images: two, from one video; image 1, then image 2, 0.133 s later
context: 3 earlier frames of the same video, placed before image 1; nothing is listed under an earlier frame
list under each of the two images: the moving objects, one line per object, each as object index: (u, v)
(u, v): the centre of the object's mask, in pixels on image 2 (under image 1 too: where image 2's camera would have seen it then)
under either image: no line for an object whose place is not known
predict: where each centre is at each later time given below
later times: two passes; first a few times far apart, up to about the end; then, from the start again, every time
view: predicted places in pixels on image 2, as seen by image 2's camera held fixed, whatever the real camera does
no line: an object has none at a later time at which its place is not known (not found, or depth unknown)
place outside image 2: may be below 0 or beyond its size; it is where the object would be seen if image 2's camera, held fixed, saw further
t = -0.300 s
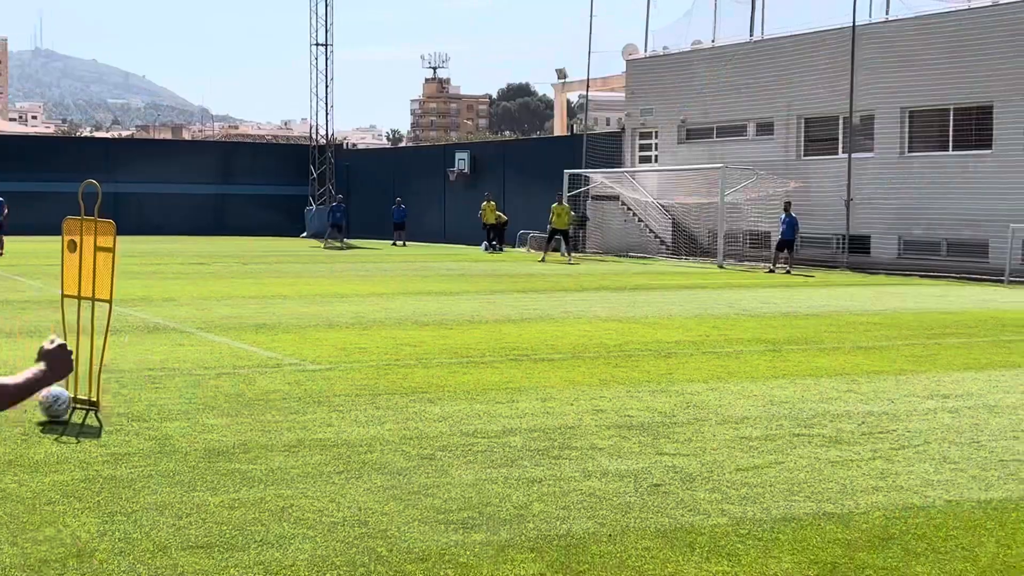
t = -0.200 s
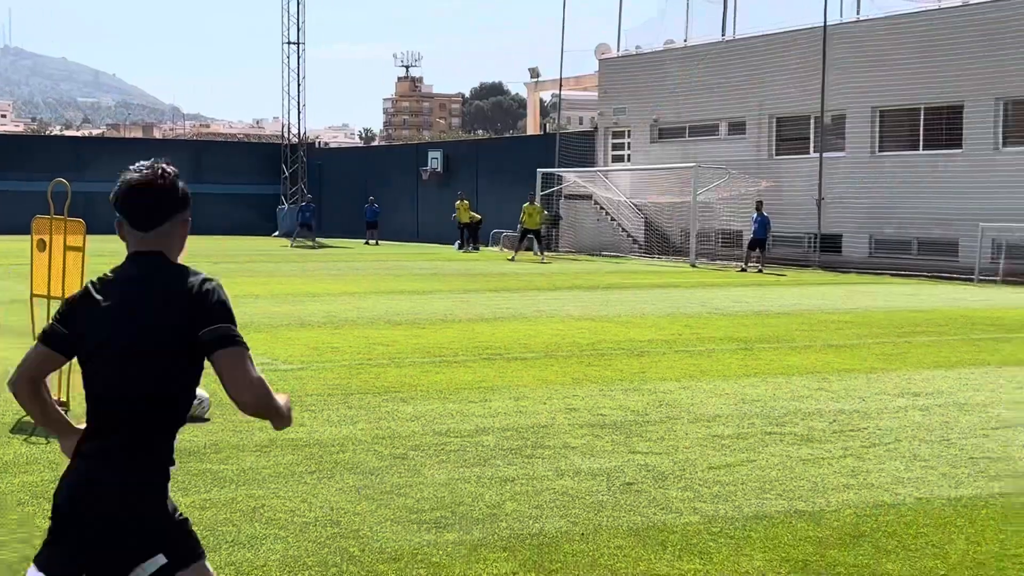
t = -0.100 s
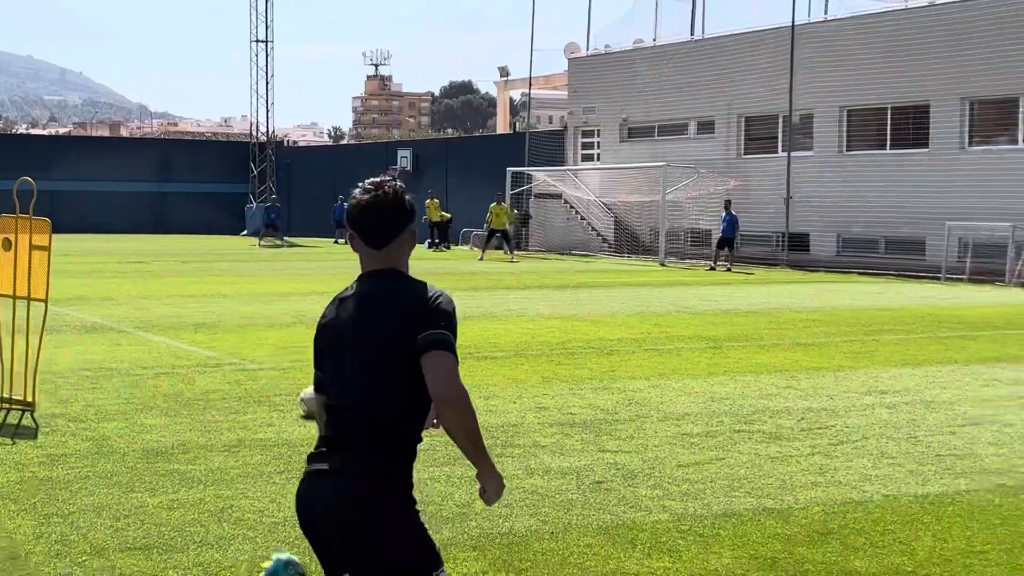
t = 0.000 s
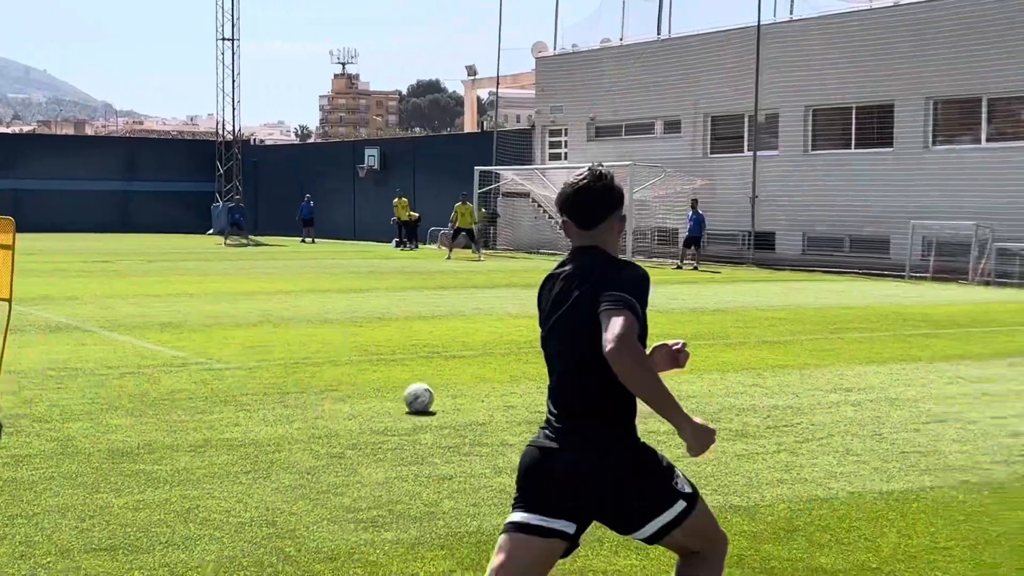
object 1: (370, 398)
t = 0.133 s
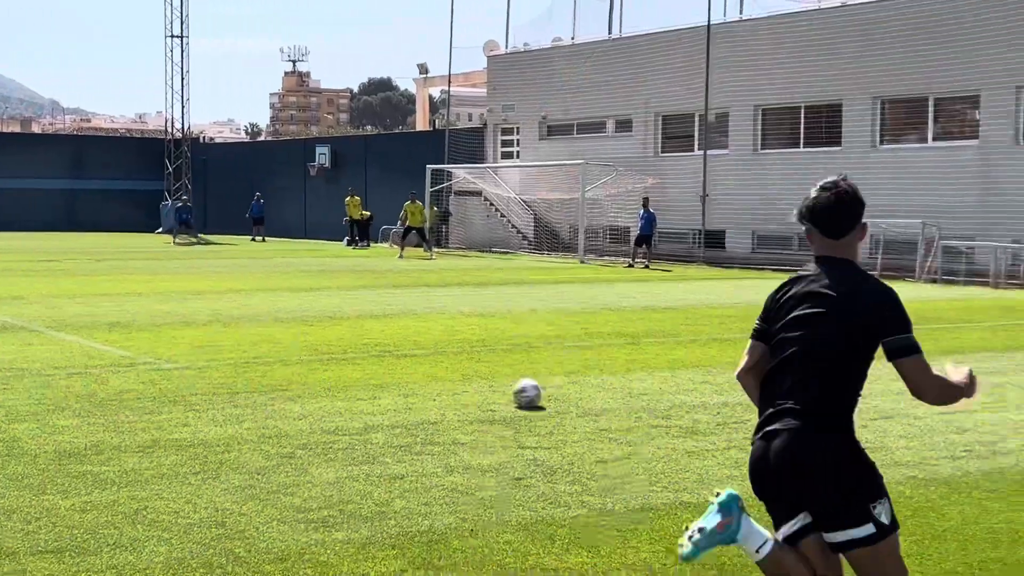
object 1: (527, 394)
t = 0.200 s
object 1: (595, 392)
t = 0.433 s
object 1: (795, 387)
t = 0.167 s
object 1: (561, 392)
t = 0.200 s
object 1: (595, 392)
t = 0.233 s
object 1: (628, 392)
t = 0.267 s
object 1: (658, 391)
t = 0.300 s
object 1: (687, 390)
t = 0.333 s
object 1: (715, 389)
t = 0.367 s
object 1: (742, 388)
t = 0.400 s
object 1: (769, 388)
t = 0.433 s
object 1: (795, 387)
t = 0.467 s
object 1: (820, 387)
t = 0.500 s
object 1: (844, 387)
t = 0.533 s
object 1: (868, 385)
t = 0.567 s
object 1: (892, 385)
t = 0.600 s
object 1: (915, 384)
